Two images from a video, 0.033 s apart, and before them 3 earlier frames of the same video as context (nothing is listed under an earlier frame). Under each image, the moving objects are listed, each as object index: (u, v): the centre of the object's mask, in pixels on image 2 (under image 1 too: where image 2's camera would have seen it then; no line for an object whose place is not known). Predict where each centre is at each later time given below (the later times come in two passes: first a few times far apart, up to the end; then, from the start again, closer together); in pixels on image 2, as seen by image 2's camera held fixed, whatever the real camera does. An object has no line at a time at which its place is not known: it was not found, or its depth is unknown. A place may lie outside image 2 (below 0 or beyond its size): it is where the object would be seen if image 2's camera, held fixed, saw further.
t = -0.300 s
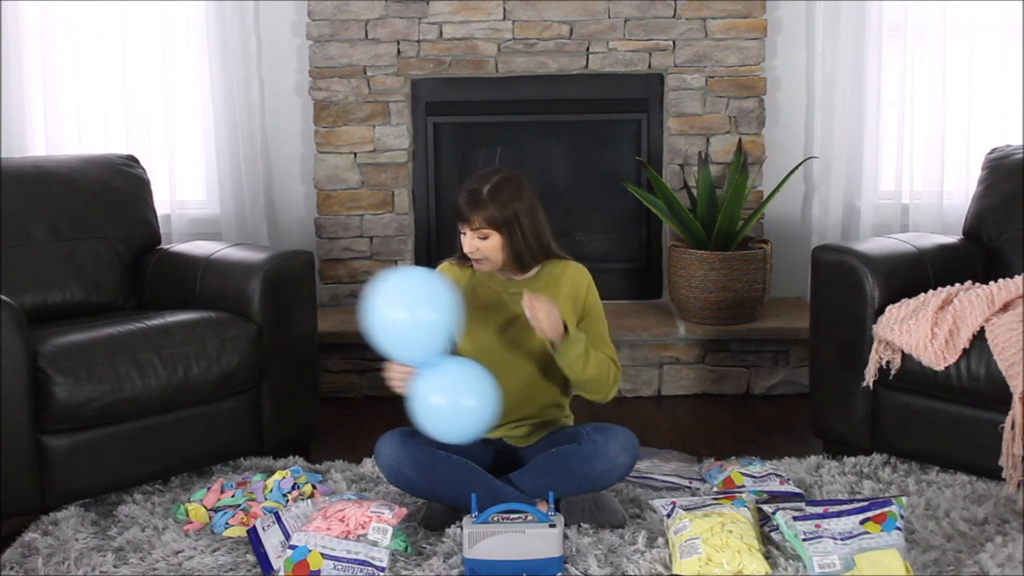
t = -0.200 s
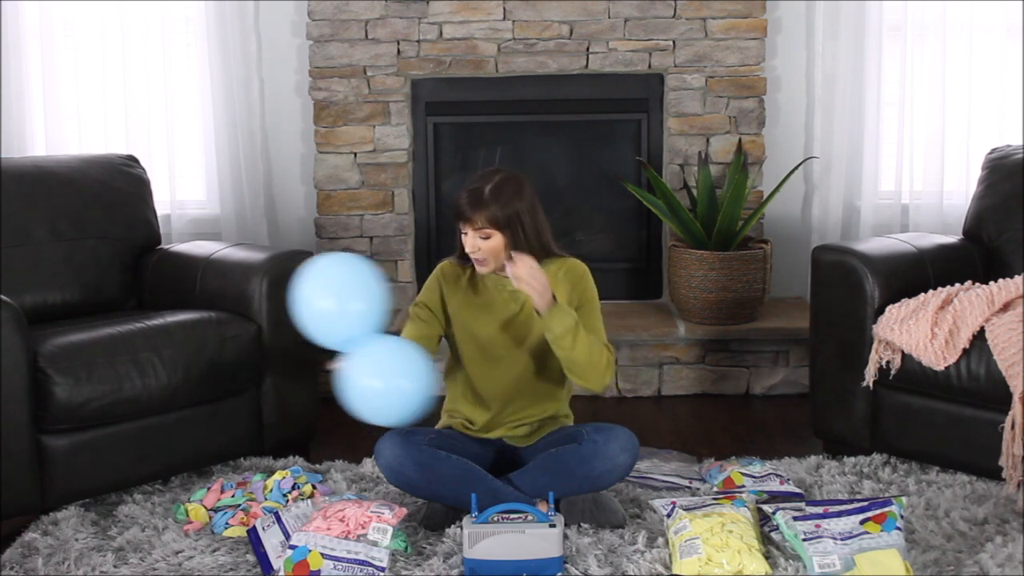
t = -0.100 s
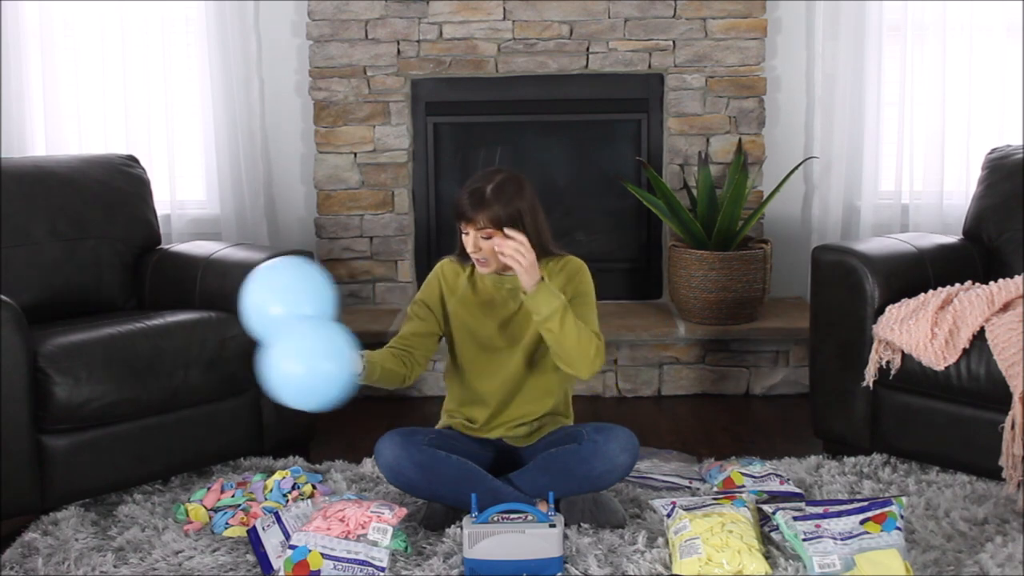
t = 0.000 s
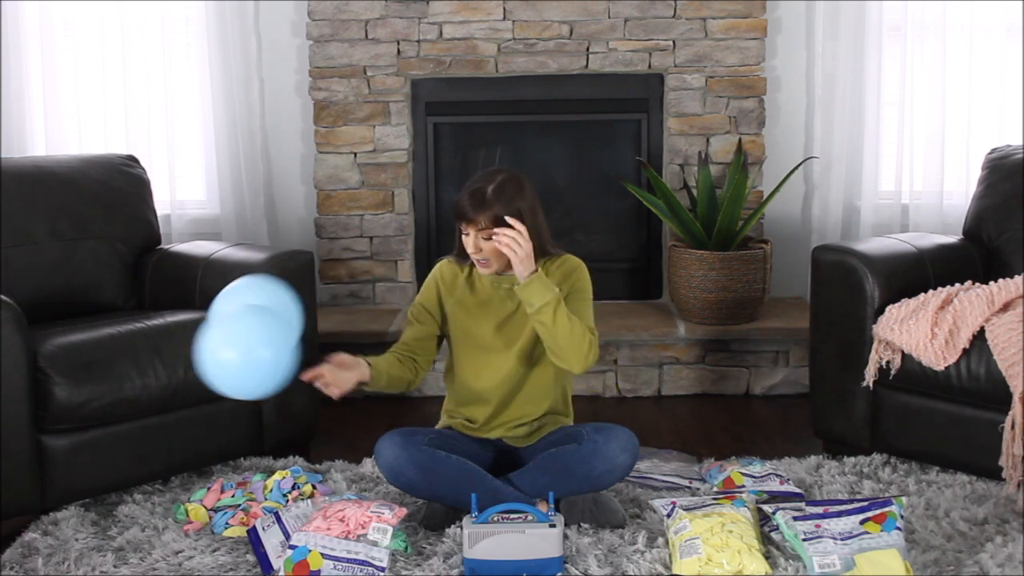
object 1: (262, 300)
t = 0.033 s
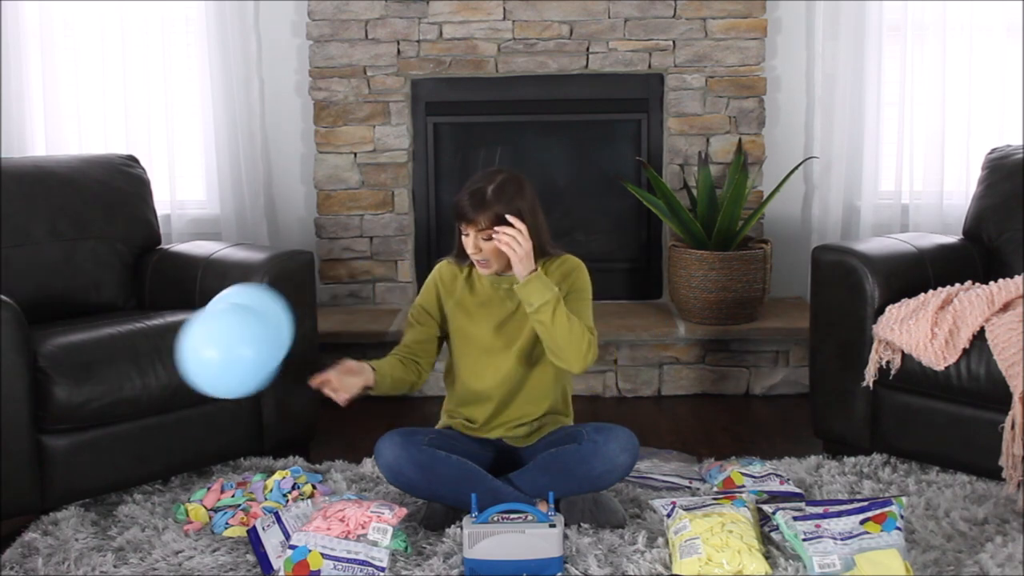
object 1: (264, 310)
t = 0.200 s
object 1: (214, 397)
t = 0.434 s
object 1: (165, 504)
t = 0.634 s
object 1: (134, 510)
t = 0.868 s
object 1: (109, 498)
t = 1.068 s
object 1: (99, 510)
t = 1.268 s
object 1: (99, 512)
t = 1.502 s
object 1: (99, 512)
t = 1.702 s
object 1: (100, 512)
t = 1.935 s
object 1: (100, 512)
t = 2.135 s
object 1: (100, 512)
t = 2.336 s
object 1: (100, 512)
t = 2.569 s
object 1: (100, 512)
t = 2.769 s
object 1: (100, 512)
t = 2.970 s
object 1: (100, 512)
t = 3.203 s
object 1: (100, 512)
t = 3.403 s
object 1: (100, 512)
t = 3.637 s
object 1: (100, 512)
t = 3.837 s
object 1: (100, 512)
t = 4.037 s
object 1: (100, 512)
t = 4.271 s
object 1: (100, 512)
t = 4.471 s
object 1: (100, 512)
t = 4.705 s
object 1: (100, 512)
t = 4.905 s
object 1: (100, 512)
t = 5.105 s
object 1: (100, 512)
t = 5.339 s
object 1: (100, 512)
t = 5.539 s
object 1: (100, 512)
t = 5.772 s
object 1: (100, 512)
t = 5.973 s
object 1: (100, 512)
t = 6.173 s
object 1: (100, 512)
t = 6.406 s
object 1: (100, 512)
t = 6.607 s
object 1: (100, 512)
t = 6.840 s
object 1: (100, 512)
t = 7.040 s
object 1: (100, 512)
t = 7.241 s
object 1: (100, 512)
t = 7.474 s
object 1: (100, 512)
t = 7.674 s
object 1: (100, 512)
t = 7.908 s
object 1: (100, 512)
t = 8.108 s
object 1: (100, 512)
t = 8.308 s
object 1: (100, 512)
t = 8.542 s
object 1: (100, 512)
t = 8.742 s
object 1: (100, 512)
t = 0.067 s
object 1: (260, 332)
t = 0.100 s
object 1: (247, 350)
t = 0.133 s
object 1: (236, 366)
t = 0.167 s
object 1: (225, 381)
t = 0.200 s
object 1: (214, 397)
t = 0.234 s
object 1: (204, 410)
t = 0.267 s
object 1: (194, 425)
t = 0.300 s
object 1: (186, 440)
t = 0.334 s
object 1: (179, 455)
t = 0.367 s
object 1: (173, 470)
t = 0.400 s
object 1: (169, 487)
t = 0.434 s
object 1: (165, 504)
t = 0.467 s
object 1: (164, 521)
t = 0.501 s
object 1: (164, 532)
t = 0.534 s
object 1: (161, 521)
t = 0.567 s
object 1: (153, 513)
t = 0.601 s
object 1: (143, 510)
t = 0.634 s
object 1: (134, 510)
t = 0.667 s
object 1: (130, 506)
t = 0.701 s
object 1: (127, 500)
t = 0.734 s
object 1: (124, 497)
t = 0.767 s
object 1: (120, 496)
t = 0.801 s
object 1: (116, 495)
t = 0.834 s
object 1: (112, 496)
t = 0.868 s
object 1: (109, 498)
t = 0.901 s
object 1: (105, 499)
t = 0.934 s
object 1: (104, 499)
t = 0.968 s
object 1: (102, 501)
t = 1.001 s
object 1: (100, 503)
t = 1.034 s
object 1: (99, 507)
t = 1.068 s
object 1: (99, 510)
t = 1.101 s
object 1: (99, 512)
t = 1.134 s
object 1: (99, 512)
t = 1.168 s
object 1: (99, 511)
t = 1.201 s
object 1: (98, 511)
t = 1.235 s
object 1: (98, 511)
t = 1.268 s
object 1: (99, 512)
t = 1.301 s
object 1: (99, 512)
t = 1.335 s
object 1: (99, 512)
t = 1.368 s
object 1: (99, 512)
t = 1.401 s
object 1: (99, 512)
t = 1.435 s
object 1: (99, 512)
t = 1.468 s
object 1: (99, 512)
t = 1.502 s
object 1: (99, 512)
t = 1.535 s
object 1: (99, 512)
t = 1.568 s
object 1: (100, 512)
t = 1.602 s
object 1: (100, 512)
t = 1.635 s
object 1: (100, 512)
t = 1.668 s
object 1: (99, 512)
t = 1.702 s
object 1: (100, 512)
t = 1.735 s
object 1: (100, 512)
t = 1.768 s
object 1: (99, 512)
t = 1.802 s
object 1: (99, 512)
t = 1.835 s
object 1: (99, 512)
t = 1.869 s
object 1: (99, 512)
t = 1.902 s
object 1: (99, 512)
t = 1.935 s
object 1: (100, 512)
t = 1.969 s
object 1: (100, 512)
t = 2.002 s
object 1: (100, 512)
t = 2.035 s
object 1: (100, 512)
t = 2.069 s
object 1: (100, 512)
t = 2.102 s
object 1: (100, 512)
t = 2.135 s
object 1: (100, 512)
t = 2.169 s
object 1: (100, 512)
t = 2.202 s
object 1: (100, 512)
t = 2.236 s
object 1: (99, 512)
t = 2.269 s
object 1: (100, 512)
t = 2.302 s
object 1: (99, 512)
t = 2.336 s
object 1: (100, 512)
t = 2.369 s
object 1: (99, 512)
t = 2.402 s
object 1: (100, 512)
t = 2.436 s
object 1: (100, 512)
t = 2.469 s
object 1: (100, 512)
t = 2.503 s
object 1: (100, 512)
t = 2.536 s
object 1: (100, 512)
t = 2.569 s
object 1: (100, 512)
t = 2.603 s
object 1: (100, 512)
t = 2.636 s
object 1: (100, 512)
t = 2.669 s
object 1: (99, 512)
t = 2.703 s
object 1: (99, 512)
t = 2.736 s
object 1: (100, 512)
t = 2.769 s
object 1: (100, 512)
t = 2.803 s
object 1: (100, 512)
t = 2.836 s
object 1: (100, 512)
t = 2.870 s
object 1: (100, 512)
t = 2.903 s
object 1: (100, 512)
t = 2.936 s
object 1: (100, 512)
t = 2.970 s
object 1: (100, 512)
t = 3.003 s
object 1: (100, 512)
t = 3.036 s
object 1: (100, 512)
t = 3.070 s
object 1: (100, 512)
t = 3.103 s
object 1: (100, 512)
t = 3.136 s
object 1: (100, 512)
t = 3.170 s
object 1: (100, 512)
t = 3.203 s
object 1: (100, 512)
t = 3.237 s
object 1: (100, 512)
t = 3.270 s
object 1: (100, 512)
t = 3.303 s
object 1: (100, 512)
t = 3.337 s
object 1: (100, 512)
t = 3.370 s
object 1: (100, 512)
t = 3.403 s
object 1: (100, 512)
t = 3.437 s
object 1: (100, 512)
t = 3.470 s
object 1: (100, 512)
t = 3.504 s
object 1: (100, 512)
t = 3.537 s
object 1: (100, 512)
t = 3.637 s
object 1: (100, 512)
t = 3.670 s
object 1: (100, 512)
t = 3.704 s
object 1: (100, 512)
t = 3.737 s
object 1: (100, 511)
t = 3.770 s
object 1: (100, 512)
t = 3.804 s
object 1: (100, 512)
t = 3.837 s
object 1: (100, 512)
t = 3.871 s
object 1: (100, 512)
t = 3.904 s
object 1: (100, 512)
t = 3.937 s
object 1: (100, 512)
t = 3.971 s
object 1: (100, 512)
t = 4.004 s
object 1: (100, 512)
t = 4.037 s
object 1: (100, 512)
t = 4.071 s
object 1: (100, 512)
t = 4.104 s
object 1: (100, 512)
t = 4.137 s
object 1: (100, 512)
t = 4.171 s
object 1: (100, 512)
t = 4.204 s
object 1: (100, 512)
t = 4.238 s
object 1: (100, 512)
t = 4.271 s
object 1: (100, 512)
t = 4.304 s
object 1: (100, 512)
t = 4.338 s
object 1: (100, 512)
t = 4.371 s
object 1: (100, 512)
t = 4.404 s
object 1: (100, 512)
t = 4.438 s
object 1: (100, 512)
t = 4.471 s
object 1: (100, 512)
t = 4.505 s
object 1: (100, 512)
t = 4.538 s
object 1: (100, 512)
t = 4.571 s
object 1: (100, 512)
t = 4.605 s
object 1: (100, 512)
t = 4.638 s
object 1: (100, 512)
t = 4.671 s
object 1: (100, 512)
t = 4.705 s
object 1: (100, 512)
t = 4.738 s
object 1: (100, 512)
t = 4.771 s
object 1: (100, 512)
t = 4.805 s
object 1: (100, 512)
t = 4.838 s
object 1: (100, 512)
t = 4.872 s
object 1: (100, 512)
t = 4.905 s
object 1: (100, 512)
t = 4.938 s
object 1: (100, 512)
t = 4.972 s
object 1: (100, 512)
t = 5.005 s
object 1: (100, 512)
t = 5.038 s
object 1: (100, 512)
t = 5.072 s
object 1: (100, 512)
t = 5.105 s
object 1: (100, 512)
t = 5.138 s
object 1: (100, 512)
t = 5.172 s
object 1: (100, 512)
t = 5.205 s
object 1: (100, 512)
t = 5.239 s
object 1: (100, 512)
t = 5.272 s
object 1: (100, 512)
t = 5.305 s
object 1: (100, 512)
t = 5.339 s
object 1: (100, 512)
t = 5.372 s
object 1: (100, 512)
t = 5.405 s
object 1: (100, 512)
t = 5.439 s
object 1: (100, 512)
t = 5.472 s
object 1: (100, 512)
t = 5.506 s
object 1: (100, 512)
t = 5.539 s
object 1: (100, 512)
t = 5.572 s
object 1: (100, 512)
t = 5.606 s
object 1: (100, 512)
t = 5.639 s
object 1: (100, 512)
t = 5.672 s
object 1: (100, 512)
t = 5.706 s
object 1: (100, 512)
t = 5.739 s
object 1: (100, 512)
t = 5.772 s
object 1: (100, 512)
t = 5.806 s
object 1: (100, 512)
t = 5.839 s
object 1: (100, 512)
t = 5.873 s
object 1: (100, 512)
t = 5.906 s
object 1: (100, 512)
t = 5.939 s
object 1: (100, 512)
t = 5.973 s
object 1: (100, 512)
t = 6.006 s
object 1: (100, 512)
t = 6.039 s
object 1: (100, 512)
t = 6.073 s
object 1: (100, 512)
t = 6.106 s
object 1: (100, 512)
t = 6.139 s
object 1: (100, 512)
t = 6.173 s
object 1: (100, 512)
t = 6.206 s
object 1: (100, 512)
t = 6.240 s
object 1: (100, 512)
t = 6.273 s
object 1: (100, 512)
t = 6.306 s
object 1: (100, 512)
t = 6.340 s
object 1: (100, 512)
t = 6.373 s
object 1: (100, 512)
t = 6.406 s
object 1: (100, 512)
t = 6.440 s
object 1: (100, 512)
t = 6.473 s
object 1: (100, 512)
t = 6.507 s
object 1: (100, 512)
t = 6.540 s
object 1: (100, 512)
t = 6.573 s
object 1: (100, 512)
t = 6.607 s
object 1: (100, 512)
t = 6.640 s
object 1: (100, 512)
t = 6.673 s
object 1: (100, 512)
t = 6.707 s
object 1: (100, 512)
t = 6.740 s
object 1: (100, 512)
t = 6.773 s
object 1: (100, 512)
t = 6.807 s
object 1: (100, 512)
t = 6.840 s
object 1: (100, 512)
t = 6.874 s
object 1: (100, 512)
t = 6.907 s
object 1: (100, 512)
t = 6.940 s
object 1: (100, 512)
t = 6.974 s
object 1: (100, 512)
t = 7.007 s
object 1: (100, 512)
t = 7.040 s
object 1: (100, 512)
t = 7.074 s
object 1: (100, 512)
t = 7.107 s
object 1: (100, 512)
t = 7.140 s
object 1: (100, 512)
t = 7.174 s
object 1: (100, 512)
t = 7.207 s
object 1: (100, 512)
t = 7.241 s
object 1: (100, 512)
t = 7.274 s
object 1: (100, 512)
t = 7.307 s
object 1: (100, 512)
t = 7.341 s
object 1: (100, 512)
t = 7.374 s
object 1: (100, 512)
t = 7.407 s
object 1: (100, 512)
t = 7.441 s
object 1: (100, 512)
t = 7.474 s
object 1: (100, 512)
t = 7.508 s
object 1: (100, 512)
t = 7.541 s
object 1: (100, 512)
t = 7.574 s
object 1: (100, 512)
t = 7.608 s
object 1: (100, 512)
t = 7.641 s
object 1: (100, 512)
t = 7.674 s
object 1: (100, 512)
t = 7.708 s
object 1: (100, 512)
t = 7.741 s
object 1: (100, 512)
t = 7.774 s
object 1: (100, 512)
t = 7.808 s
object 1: (100, 512)
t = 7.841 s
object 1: (100, 512)
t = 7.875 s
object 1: (100, 512)
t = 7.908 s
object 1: (100, 512)
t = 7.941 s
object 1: (100, 512)
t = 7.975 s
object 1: (100, 512)
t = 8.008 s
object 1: (100, 512)
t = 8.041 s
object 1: (100, 512)
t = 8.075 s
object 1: (100, 512)
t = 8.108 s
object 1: (100, 512)
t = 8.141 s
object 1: (100, 512)
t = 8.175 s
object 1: (100, 512)
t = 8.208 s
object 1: (100, 512)
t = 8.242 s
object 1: (100, 512)
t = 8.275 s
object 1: (100, 512)
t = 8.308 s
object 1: (100, 512)
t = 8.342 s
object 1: (100, 512)
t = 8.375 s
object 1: (100, 512)
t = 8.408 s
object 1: (100, 512)
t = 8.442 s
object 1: (100, 512)
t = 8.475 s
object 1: (100, 512)
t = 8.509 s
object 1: (100, 512)
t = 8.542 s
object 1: (100, 512)
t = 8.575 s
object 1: (100, 512)
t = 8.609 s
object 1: (100, 512)
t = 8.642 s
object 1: (100, 512)
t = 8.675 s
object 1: (100, 512)
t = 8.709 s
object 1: (100, 512)
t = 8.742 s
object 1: (100, 512)
